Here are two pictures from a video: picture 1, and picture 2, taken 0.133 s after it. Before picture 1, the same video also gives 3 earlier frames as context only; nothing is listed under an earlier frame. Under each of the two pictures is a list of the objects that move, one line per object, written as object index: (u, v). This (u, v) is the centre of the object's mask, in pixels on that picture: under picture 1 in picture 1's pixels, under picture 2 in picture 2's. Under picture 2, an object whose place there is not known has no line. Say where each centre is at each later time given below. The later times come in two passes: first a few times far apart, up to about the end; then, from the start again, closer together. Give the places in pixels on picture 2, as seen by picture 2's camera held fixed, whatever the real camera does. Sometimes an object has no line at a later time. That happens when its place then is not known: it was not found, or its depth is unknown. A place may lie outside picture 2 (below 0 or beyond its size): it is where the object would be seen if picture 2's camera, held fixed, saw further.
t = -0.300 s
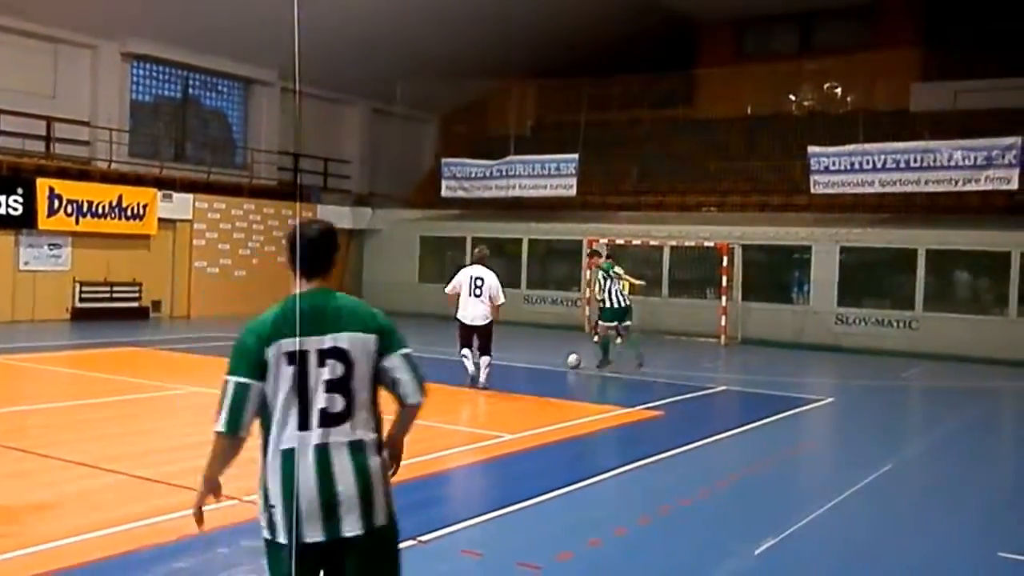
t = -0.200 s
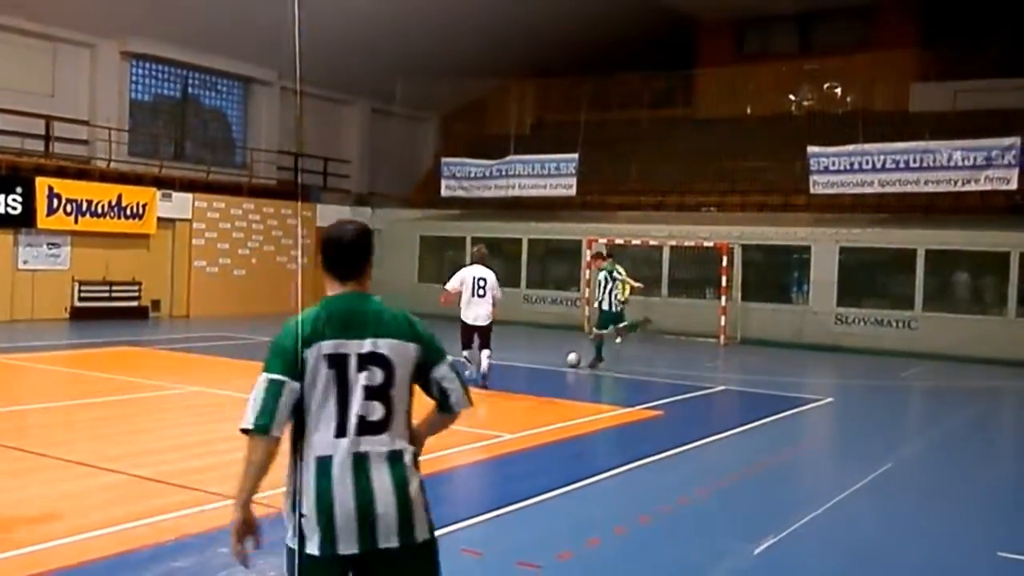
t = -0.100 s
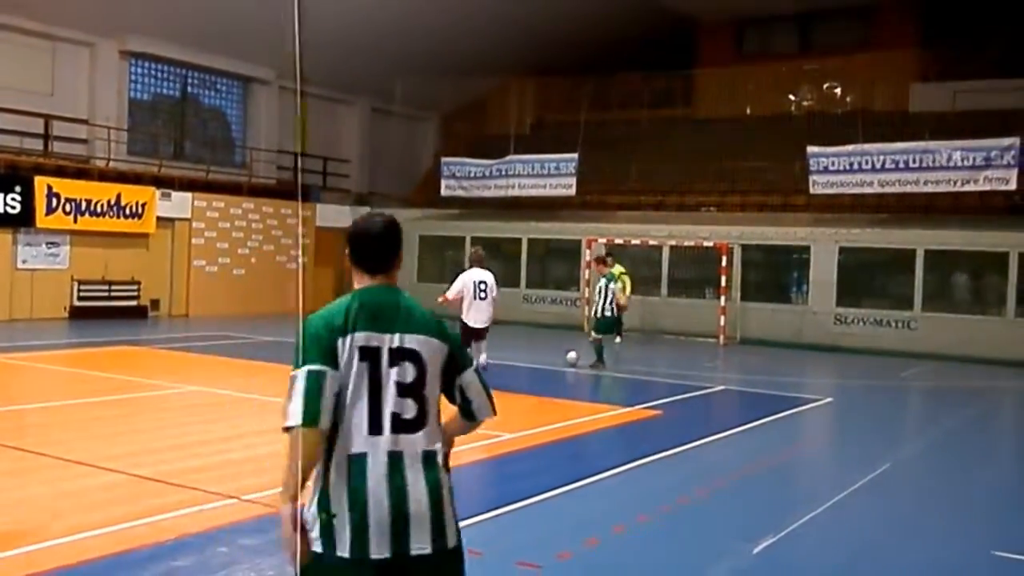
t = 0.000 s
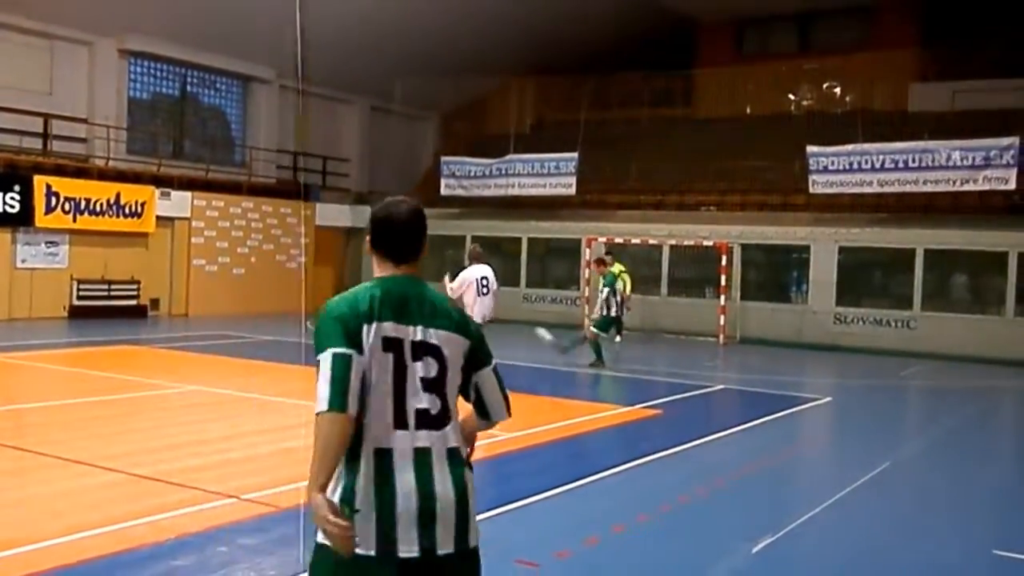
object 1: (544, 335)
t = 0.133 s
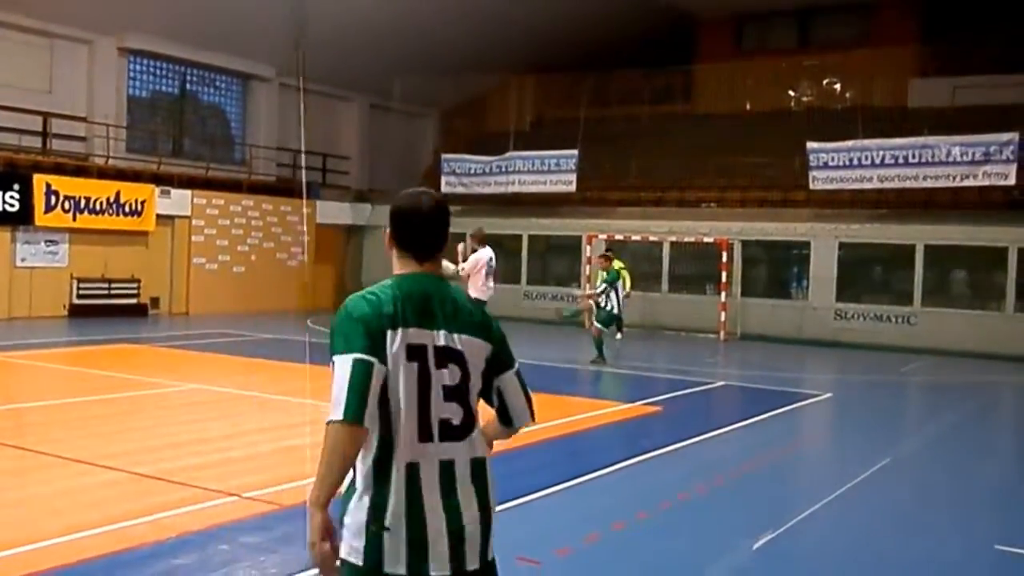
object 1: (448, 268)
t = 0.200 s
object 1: (390, 231)
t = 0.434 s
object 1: (182, 124)
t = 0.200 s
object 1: (390, 231)
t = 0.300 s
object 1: (309, 187)
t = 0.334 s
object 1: (281, 172)
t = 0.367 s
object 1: (249, 155)
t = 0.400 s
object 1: (216, 140)
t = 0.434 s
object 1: (182, 124)
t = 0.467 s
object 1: (145, 109)
